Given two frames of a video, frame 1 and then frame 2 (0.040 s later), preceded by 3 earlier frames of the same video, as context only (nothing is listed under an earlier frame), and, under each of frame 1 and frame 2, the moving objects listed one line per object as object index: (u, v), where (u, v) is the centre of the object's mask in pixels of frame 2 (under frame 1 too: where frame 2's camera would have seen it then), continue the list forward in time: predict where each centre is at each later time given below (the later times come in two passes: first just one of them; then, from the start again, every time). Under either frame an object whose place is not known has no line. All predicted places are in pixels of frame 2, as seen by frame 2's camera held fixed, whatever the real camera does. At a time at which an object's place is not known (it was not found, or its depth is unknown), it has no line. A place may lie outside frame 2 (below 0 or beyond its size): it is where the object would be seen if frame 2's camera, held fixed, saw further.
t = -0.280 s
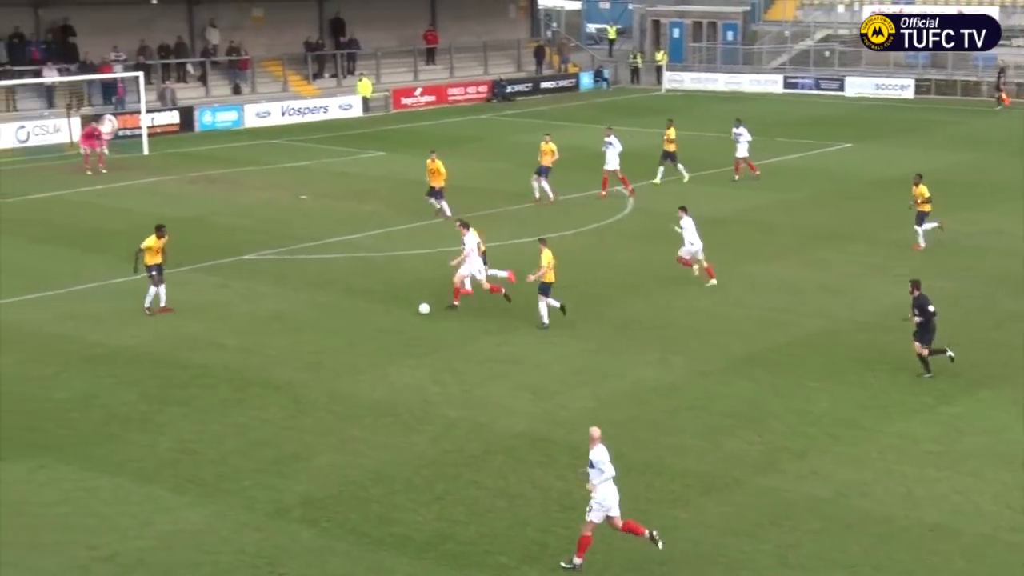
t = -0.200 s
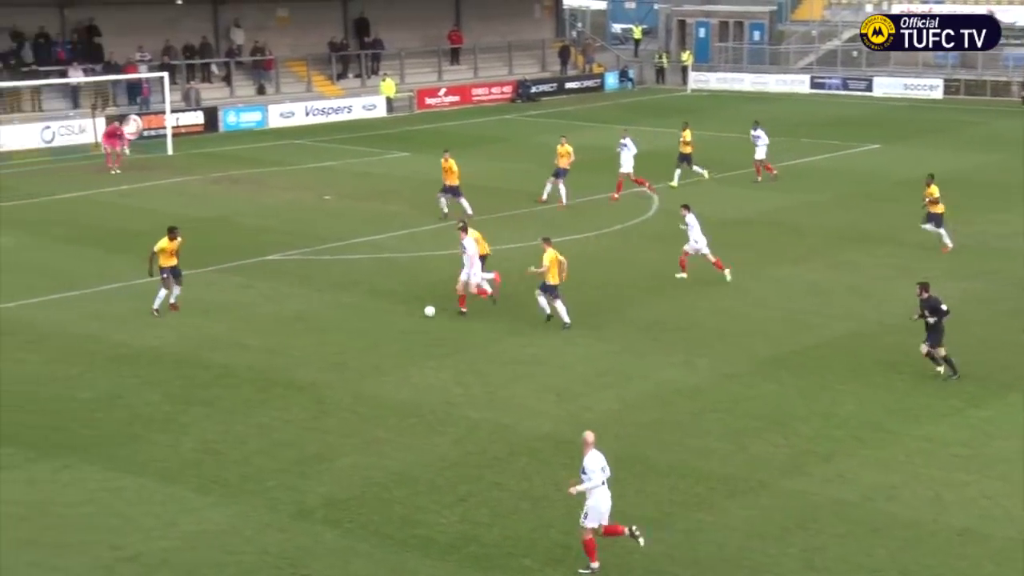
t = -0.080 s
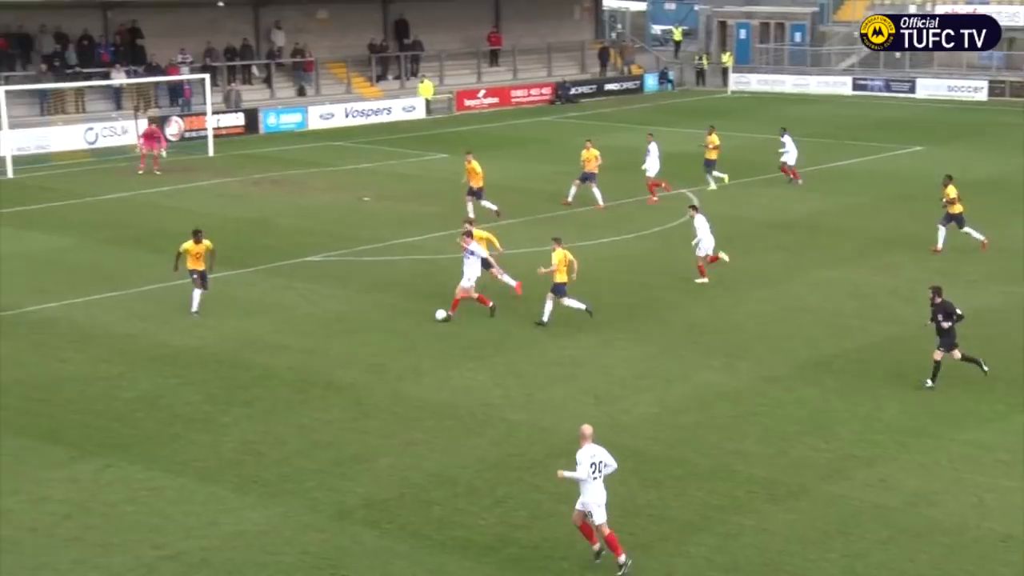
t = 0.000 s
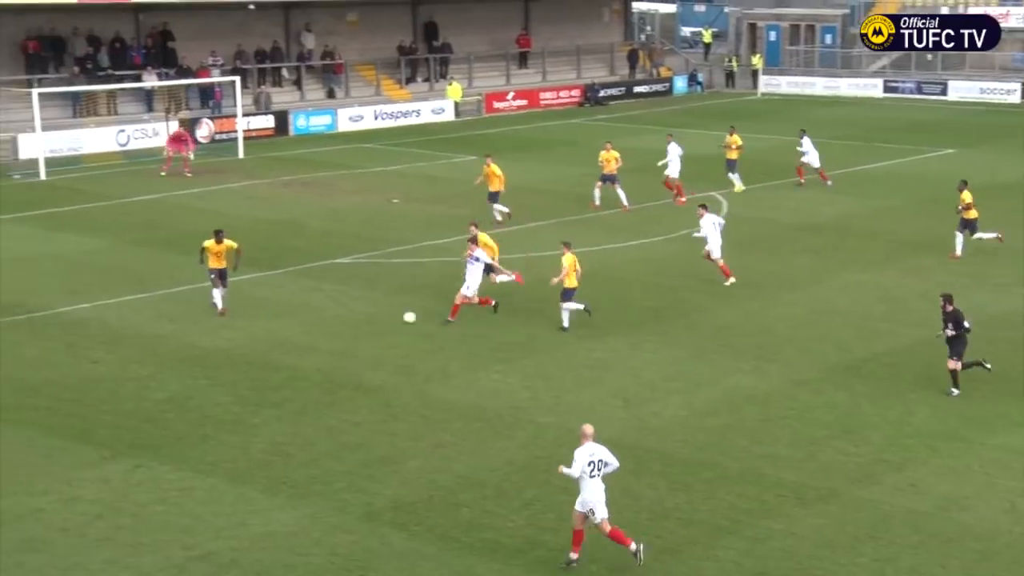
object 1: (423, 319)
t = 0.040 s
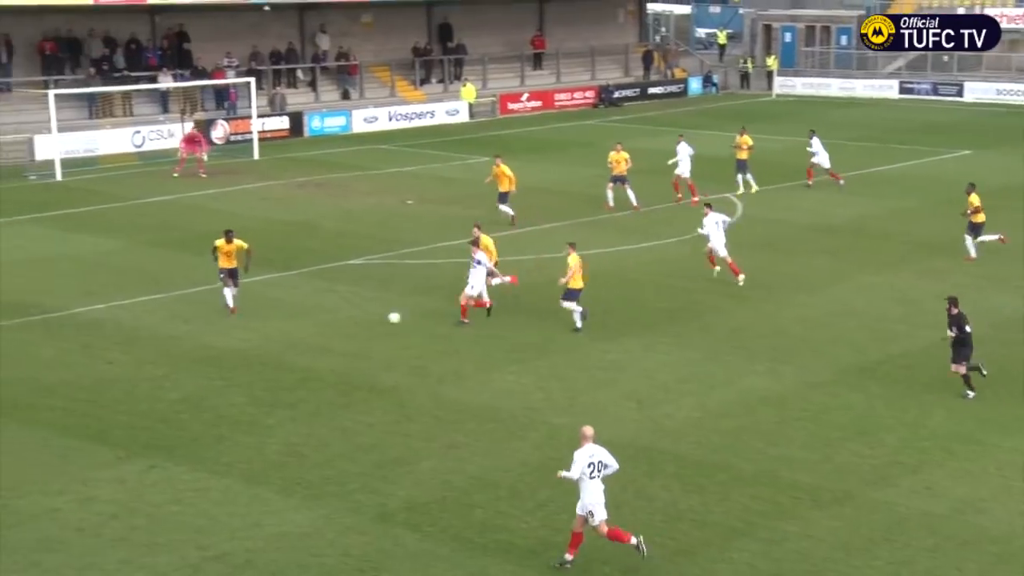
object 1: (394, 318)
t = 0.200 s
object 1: (281, 318)
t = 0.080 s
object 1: (365, 318)
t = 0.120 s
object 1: (336, 318)
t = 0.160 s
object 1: (308, 318)
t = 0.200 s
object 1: (281, 318)
